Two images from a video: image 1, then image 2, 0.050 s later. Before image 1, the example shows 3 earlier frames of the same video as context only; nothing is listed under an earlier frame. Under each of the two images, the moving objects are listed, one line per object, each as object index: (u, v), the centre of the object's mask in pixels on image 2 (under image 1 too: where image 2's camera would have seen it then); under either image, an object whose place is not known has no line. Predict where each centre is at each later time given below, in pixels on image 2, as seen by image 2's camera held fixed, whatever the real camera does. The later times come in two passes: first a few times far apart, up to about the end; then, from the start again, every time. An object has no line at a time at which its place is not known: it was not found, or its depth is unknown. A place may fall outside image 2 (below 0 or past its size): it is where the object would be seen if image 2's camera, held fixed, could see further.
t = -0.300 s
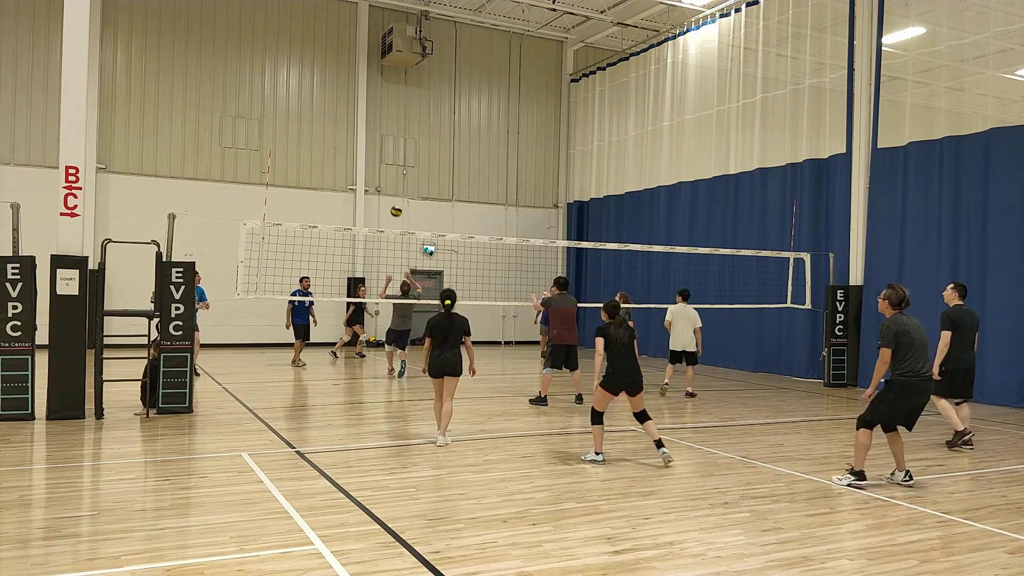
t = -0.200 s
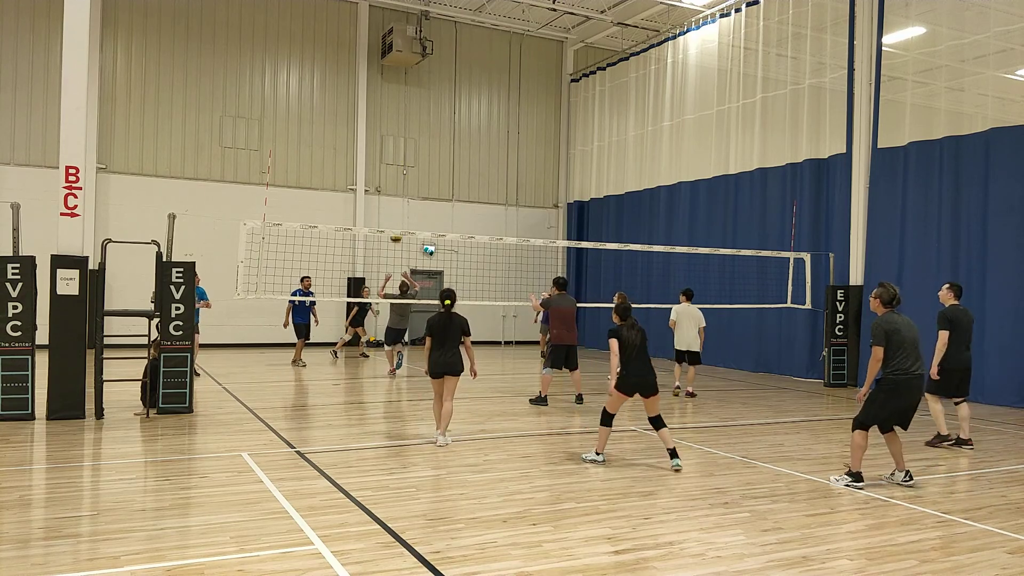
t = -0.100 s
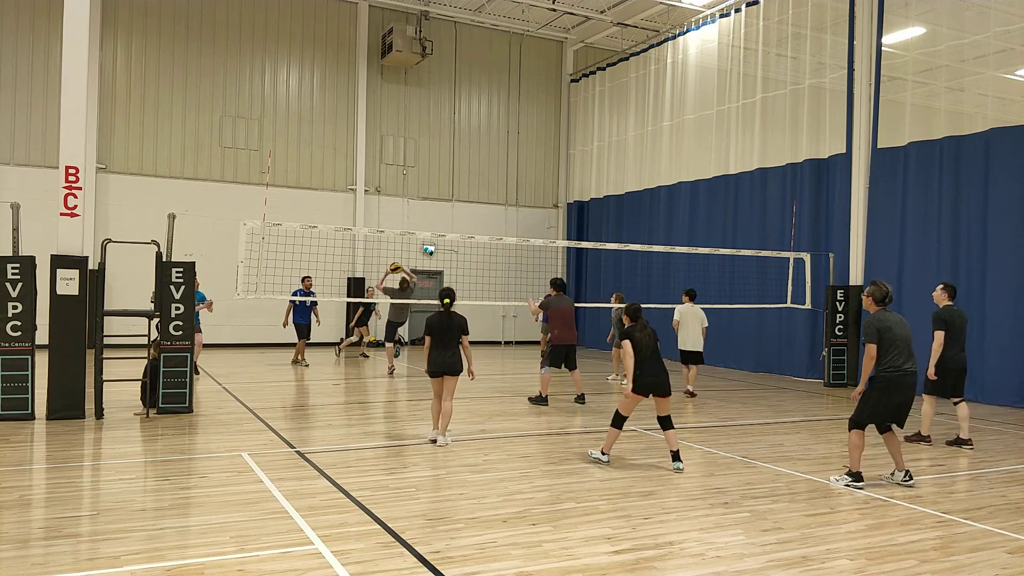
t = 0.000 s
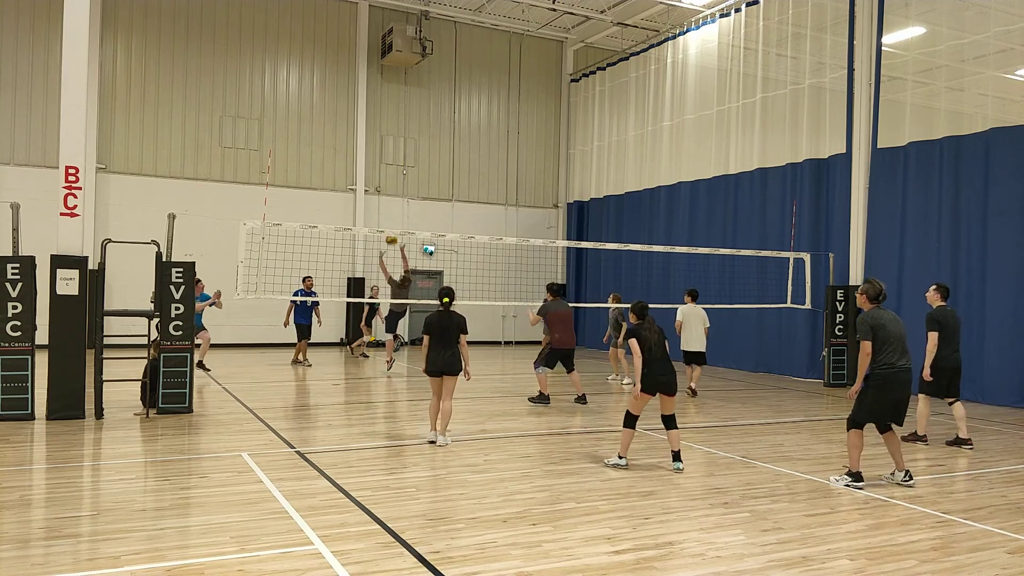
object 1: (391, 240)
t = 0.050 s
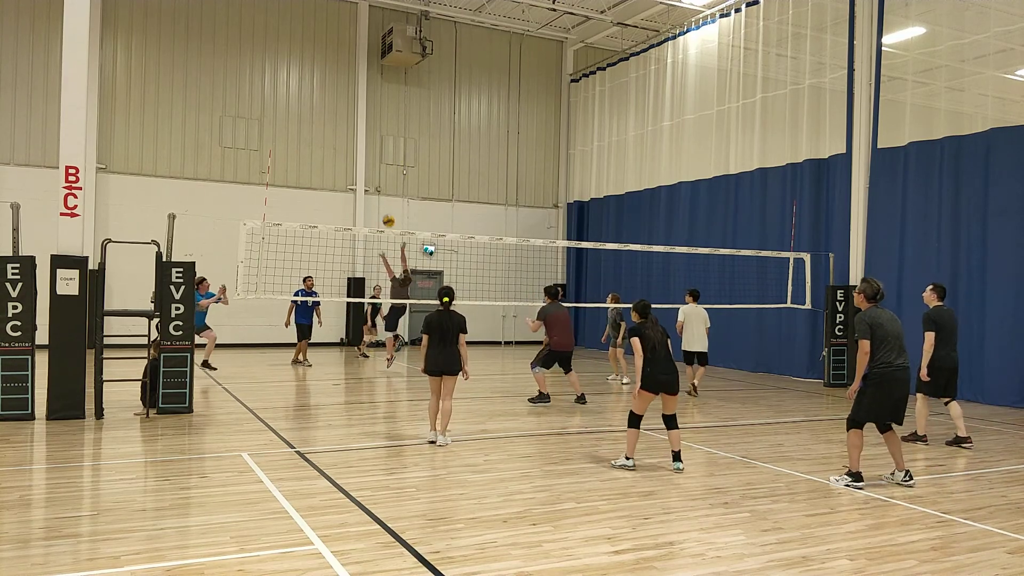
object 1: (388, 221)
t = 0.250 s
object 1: (375, 157)
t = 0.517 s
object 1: (355, 105)
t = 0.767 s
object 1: (334, 93)
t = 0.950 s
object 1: (317, 110)
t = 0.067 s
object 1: (387, 215)
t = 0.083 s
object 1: (386, 209)
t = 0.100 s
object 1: (385, 203)
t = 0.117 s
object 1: (384, 197)
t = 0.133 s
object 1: (383, 192)
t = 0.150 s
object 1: (382, 187)
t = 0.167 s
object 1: (381, 182)
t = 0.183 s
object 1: (380, 176)
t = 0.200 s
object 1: (378, 171)
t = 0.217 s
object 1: (377, 167)
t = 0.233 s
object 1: (376, 162)
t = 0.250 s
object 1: (375, 157)
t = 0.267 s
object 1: (374, 153)
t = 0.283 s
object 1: (372, 148)
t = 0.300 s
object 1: (371, 144)
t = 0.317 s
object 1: (370, 140)
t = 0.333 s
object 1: (369, 136)
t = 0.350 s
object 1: (367, 133)
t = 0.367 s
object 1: (366, 130)
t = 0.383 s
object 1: (365, 126)
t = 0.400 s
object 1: (364, 123)
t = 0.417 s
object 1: (363, 120)
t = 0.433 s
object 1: (361, 117)
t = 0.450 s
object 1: (360, 115)
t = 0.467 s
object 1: (359, 112)
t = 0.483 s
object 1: (357, 109)
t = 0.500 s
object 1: (356, 107)
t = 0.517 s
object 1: (355, 105)
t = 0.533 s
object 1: (353, 103)
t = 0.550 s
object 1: (352, 101)
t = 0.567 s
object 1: (351, 100)
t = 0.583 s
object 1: (350, 98)
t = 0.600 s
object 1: (348, 97)
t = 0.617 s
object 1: (347, 96)
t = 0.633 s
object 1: (345, 95)
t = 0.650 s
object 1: (344, 94)
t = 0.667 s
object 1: (342, 93)
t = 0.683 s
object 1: (341, 93)
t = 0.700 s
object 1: (340, 93)
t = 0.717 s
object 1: (338, 92)
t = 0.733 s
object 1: (337, 93)
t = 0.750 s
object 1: (335, 93)
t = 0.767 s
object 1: (334, 93)
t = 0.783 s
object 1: (332, 94)
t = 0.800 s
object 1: (331, 95)
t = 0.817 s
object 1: (330, 96)
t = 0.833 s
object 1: (328, 97)
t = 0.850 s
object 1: (327, 98)
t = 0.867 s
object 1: (325, 100)
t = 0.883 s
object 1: (324, 101)
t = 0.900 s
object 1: (322, 103)
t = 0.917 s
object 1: (320, 105)
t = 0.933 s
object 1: (319, 107)
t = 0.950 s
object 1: (317, 110)
